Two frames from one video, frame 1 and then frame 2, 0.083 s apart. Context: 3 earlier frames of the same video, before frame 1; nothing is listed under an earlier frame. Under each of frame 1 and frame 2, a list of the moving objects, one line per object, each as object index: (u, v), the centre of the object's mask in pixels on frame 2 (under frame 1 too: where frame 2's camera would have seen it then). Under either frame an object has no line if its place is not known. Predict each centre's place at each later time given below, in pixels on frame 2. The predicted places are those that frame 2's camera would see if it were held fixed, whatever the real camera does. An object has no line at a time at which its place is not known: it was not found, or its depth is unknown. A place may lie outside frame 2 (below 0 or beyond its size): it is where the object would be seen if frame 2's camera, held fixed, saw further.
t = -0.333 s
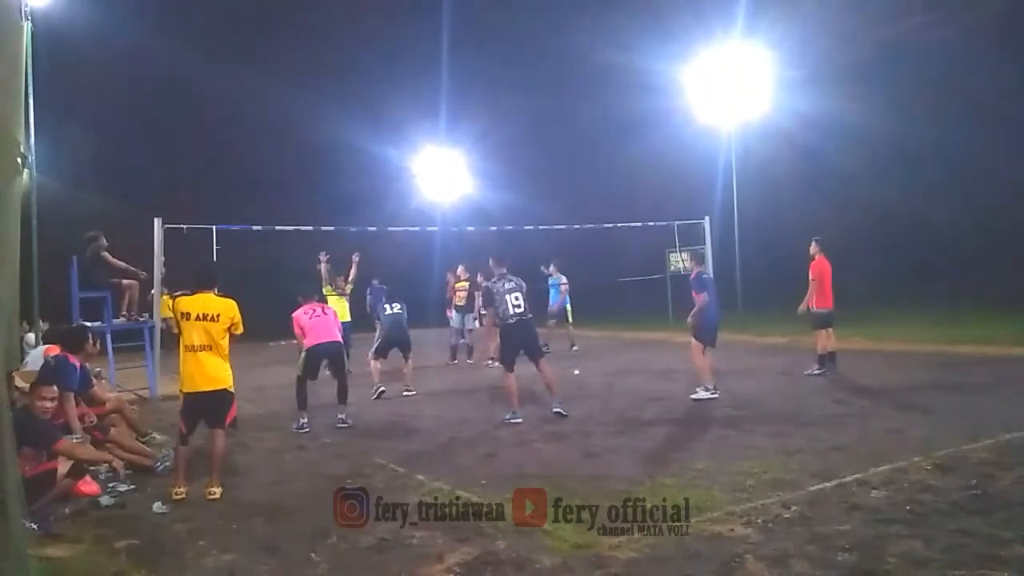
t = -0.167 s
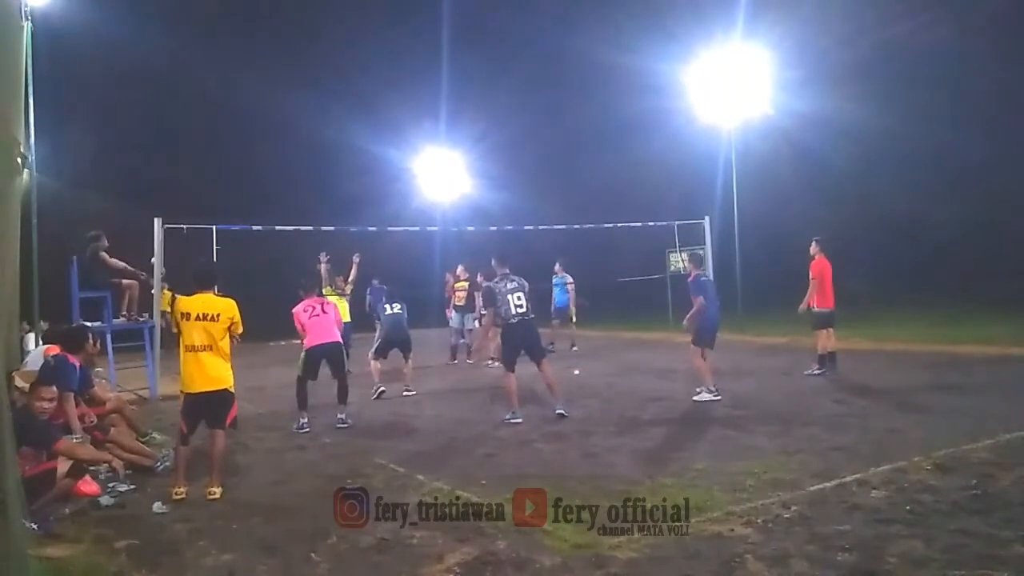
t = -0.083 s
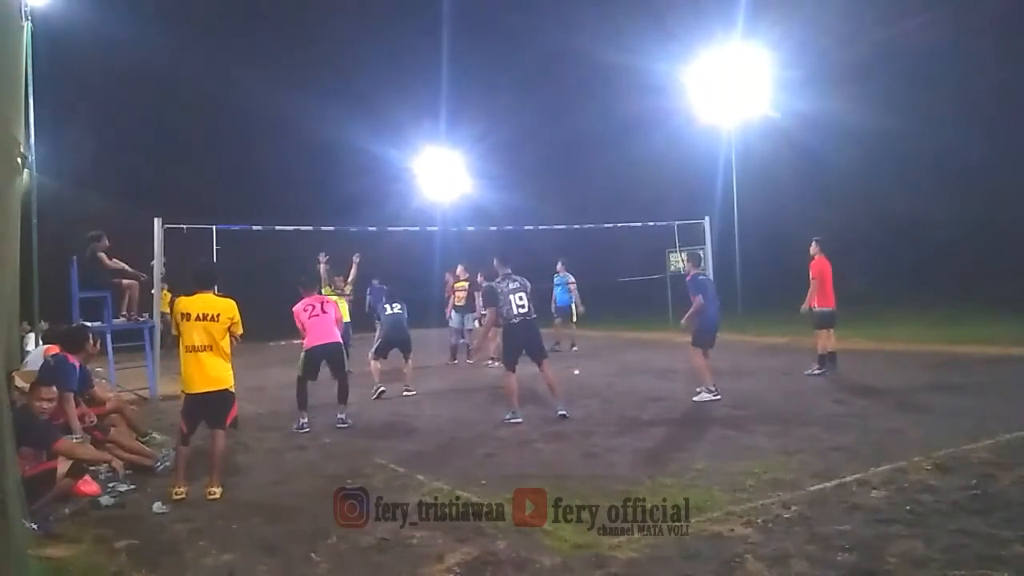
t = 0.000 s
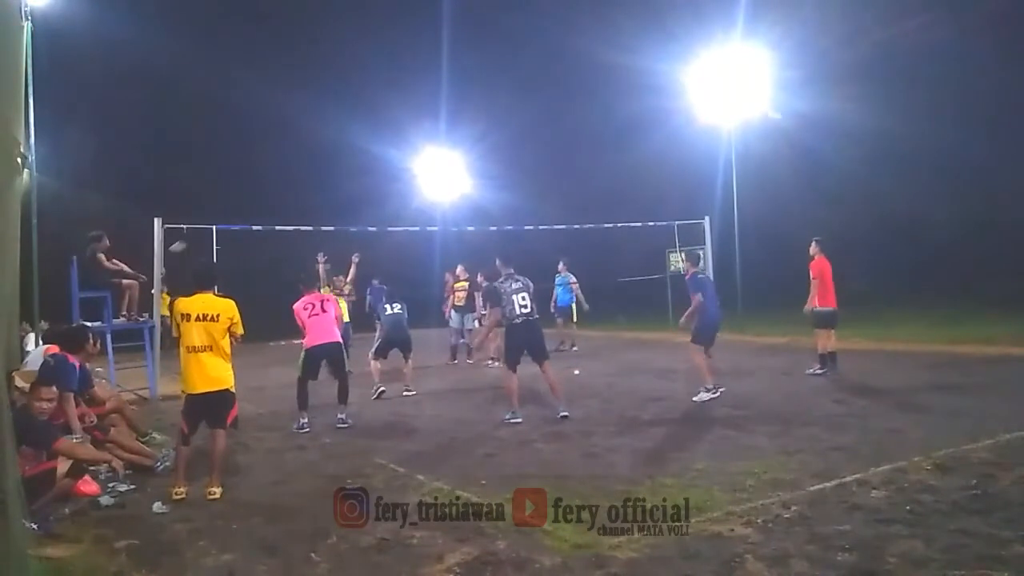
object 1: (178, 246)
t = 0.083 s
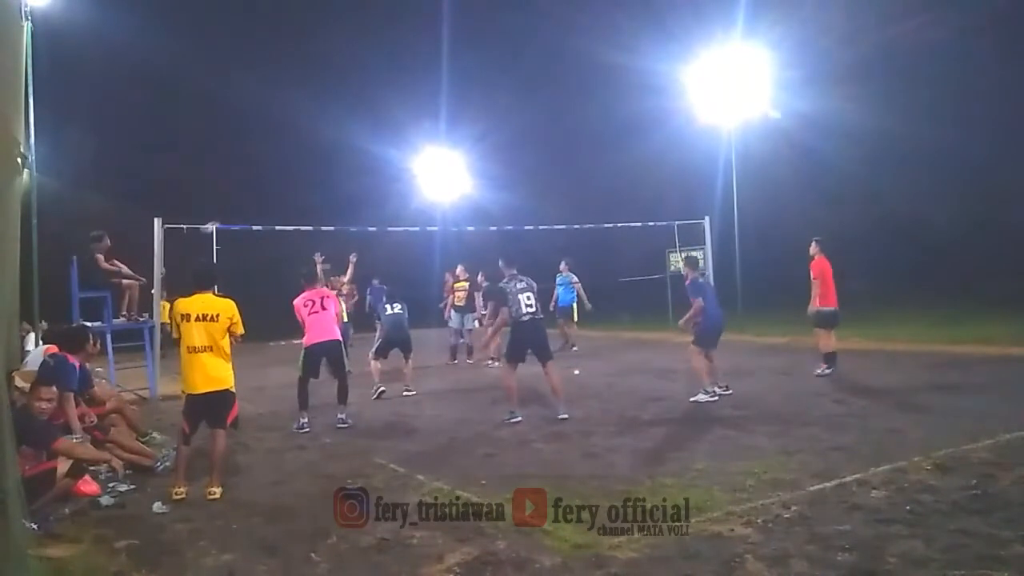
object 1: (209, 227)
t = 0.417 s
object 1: (315, 201)
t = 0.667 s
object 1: (424, 218)
